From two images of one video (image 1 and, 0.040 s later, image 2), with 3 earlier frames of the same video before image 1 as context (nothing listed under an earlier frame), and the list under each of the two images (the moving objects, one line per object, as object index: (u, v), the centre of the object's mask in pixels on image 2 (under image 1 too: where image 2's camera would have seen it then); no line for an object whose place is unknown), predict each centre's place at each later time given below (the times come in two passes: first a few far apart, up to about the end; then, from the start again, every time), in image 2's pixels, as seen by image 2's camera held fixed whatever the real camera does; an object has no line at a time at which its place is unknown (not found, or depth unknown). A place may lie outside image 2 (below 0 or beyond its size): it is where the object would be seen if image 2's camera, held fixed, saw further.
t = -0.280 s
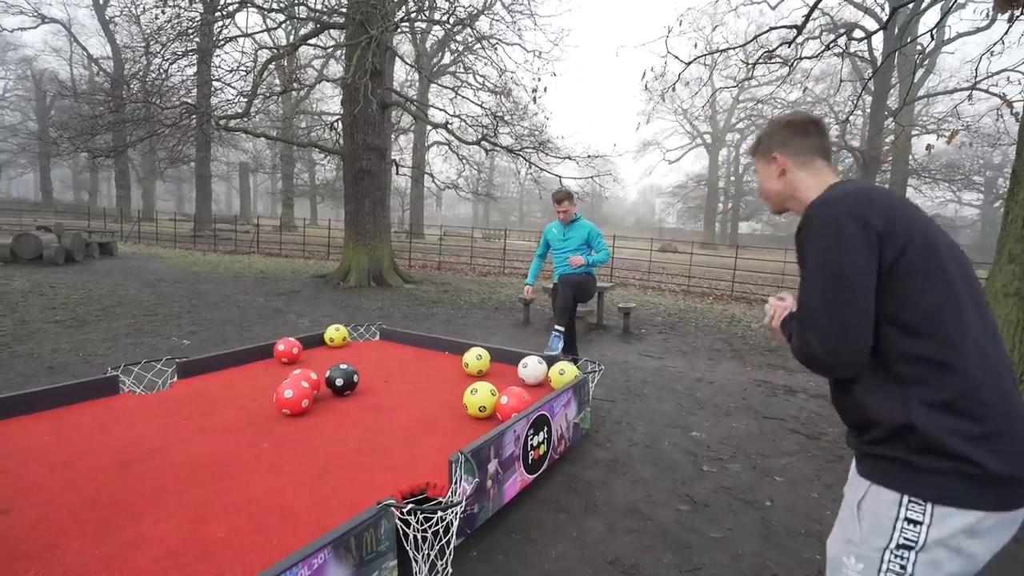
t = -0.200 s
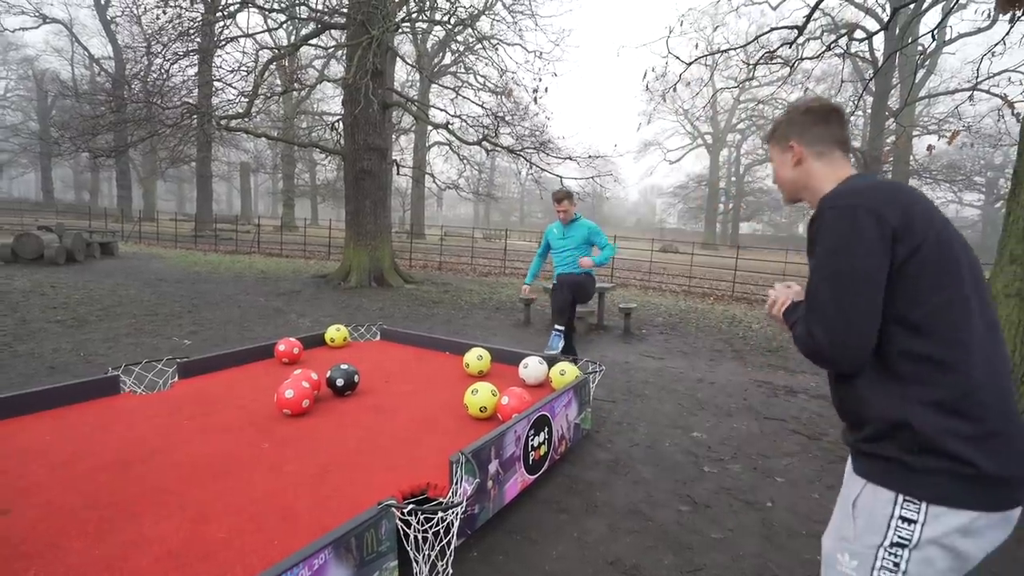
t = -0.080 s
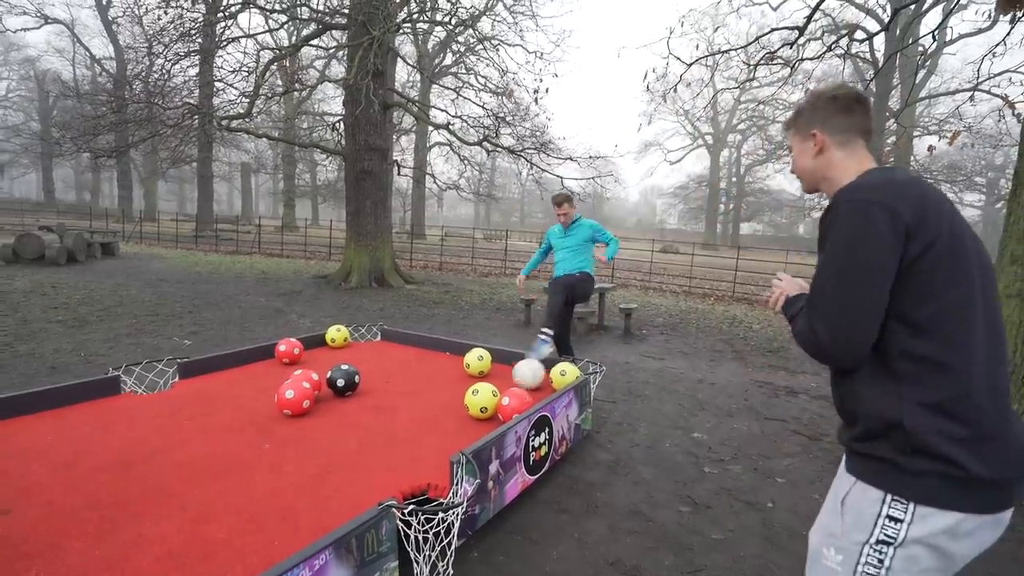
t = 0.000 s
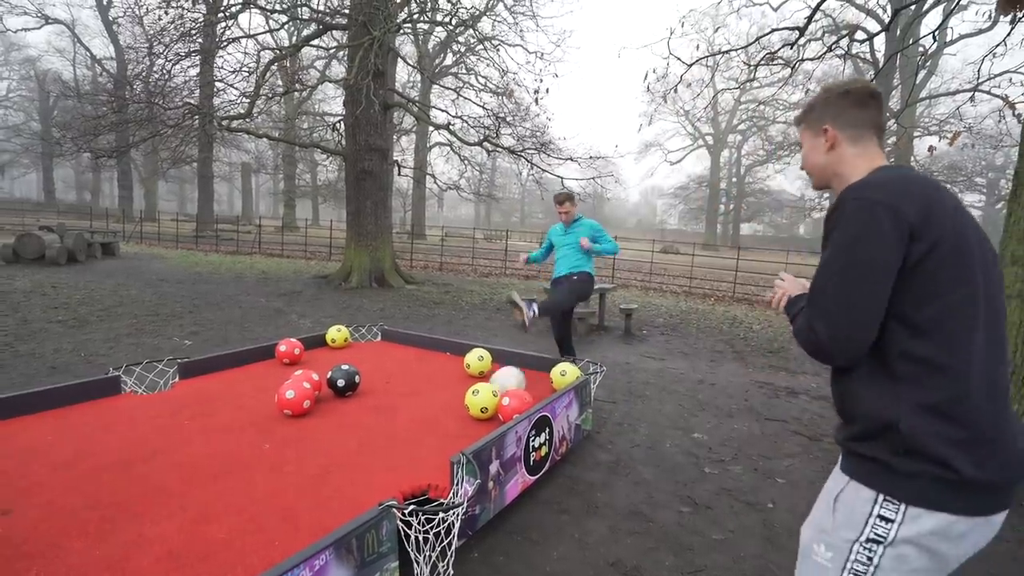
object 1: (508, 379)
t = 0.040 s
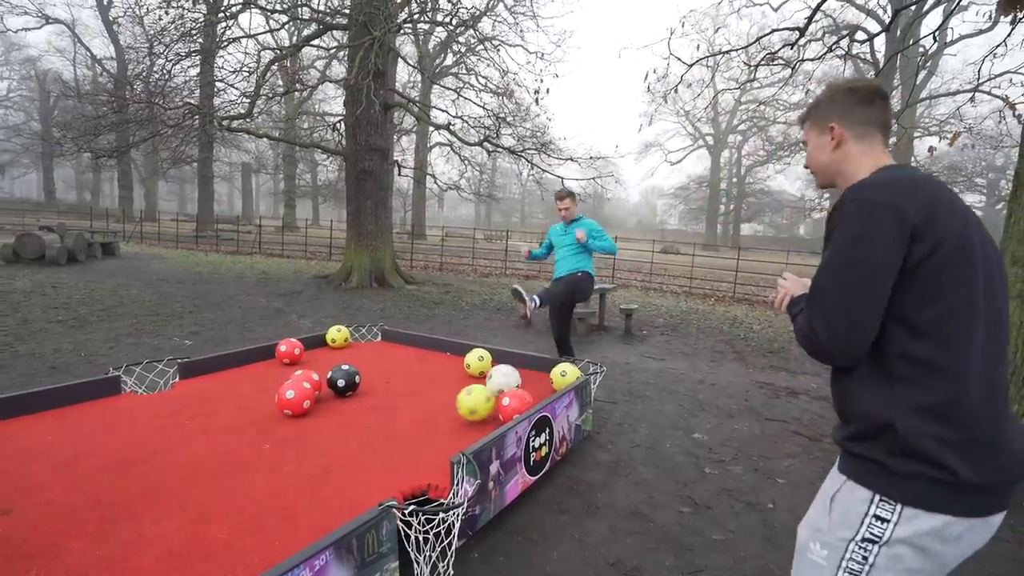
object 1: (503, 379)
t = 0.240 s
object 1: (501, 375)
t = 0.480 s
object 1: (469, 423)
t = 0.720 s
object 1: (399, 441)
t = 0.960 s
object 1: (320, 458)
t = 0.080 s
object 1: (503, 375)
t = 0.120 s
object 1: (503, 372)
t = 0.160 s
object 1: (503, 371)
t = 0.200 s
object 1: (502, 372)
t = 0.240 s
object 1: (501, 375)
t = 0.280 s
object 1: (499, 381)
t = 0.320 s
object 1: (498, 390)
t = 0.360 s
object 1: (497, 402)
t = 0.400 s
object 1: (490, 410)
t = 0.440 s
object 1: (480, 418)
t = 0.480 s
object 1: (469, 423)
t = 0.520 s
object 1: (458, 426)
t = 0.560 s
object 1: (447, 430)
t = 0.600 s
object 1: (435, 433)
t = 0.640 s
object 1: (423, 436)
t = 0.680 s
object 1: (411, 439)
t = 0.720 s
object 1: (399, 441)
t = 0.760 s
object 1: (387, 444)
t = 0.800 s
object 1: (374, 447)
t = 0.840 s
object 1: (361, 449)
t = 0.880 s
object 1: (347, 452)
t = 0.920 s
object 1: (333, 455)
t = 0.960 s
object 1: (320, 458)
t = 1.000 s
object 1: (305, 461)
